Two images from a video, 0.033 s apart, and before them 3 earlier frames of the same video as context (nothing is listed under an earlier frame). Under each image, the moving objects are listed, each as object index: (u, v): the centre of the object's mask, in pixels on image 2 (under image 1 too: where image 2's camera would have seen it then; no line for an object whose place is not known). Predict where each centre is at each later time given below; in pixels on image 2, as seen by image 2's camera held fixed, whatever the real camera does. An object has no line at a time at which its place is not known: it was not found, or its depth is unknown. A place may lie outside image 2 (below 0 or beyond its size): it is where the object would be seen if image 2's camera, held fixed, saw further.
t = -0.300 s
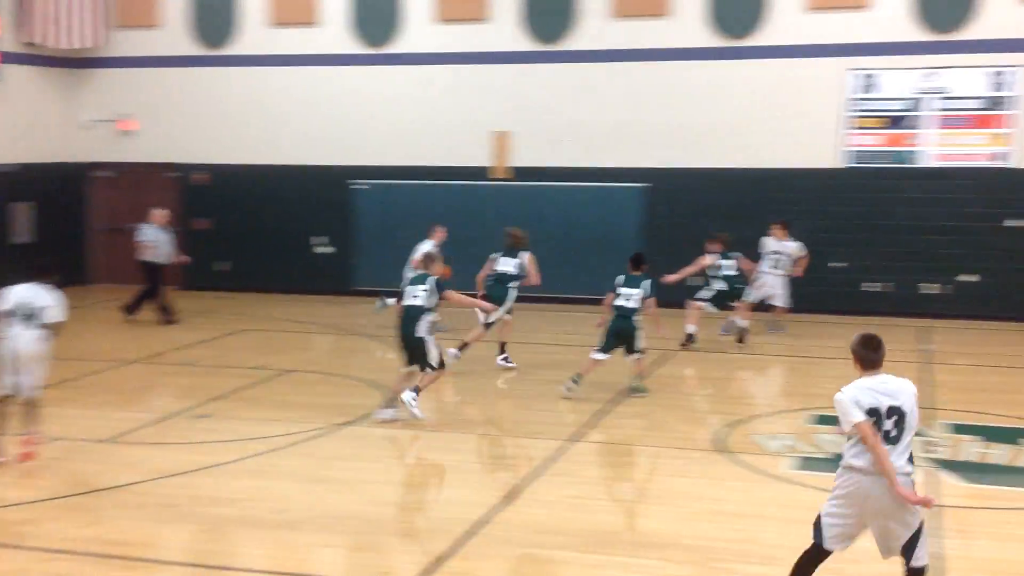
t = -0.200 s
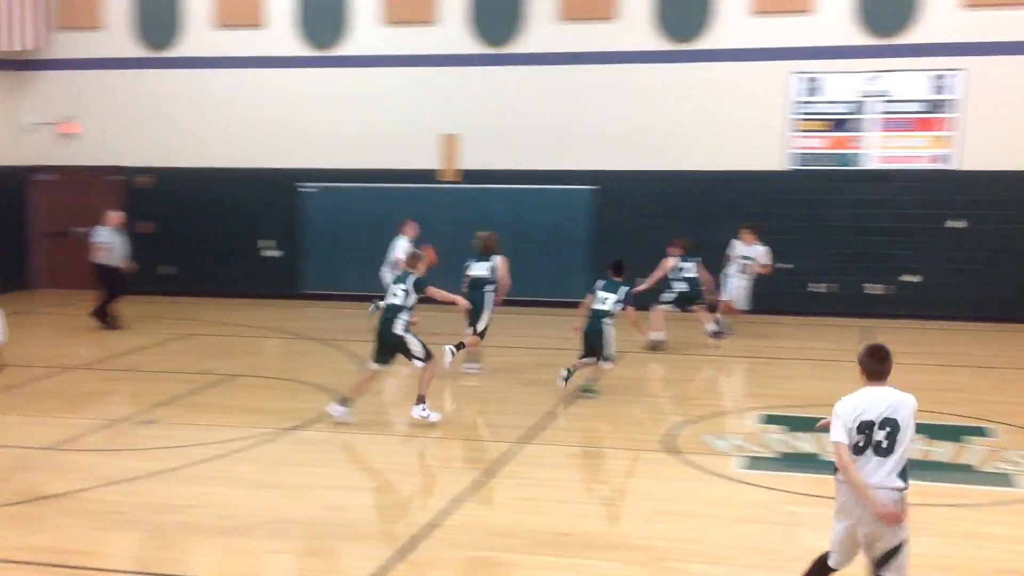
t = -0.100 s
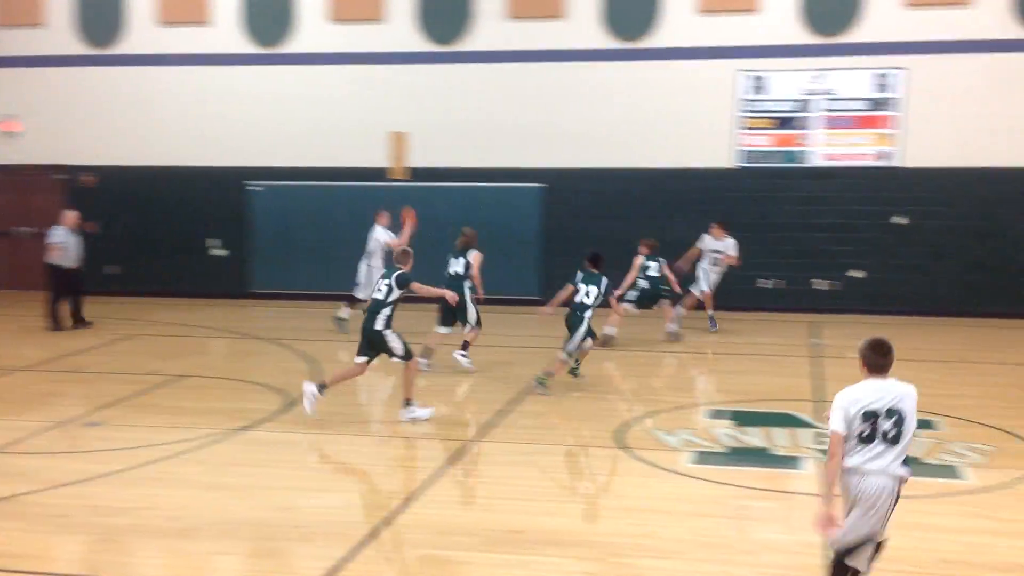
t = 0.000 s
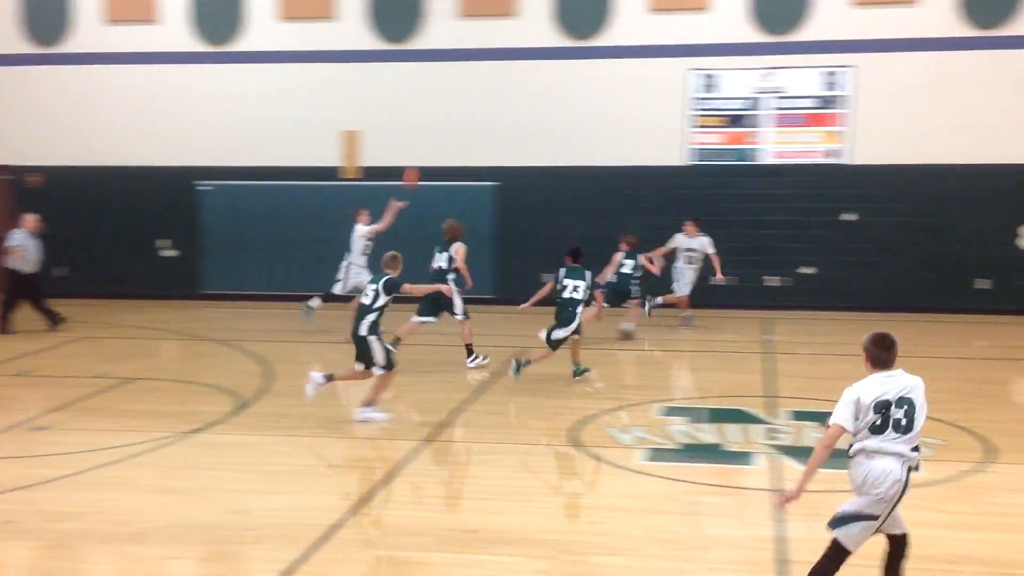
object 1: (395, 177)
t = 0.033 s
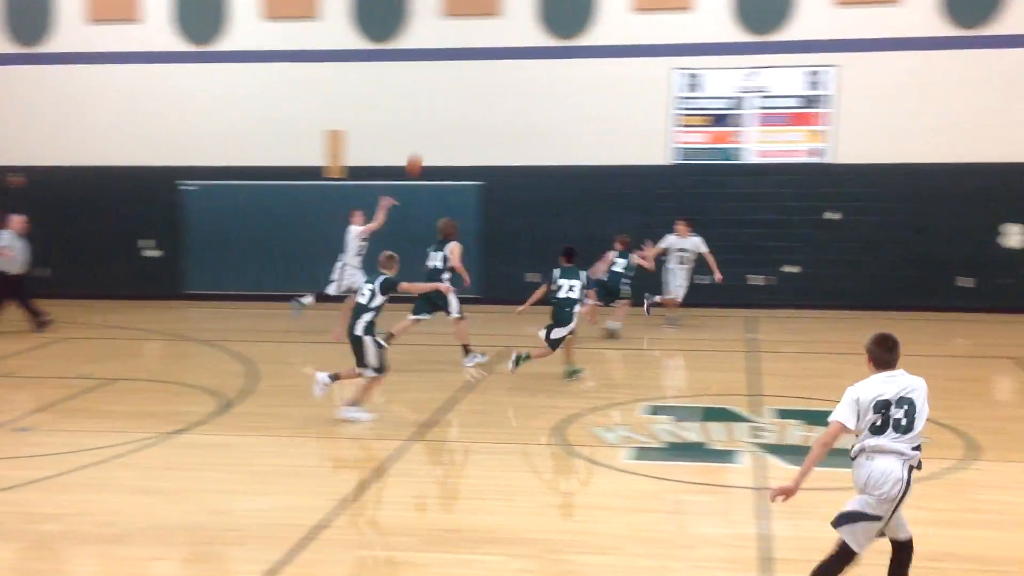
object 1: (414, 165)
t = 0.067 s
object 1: (432, 152)
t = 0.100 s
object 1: (451, 139)
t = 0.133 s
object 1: (471, 129)
